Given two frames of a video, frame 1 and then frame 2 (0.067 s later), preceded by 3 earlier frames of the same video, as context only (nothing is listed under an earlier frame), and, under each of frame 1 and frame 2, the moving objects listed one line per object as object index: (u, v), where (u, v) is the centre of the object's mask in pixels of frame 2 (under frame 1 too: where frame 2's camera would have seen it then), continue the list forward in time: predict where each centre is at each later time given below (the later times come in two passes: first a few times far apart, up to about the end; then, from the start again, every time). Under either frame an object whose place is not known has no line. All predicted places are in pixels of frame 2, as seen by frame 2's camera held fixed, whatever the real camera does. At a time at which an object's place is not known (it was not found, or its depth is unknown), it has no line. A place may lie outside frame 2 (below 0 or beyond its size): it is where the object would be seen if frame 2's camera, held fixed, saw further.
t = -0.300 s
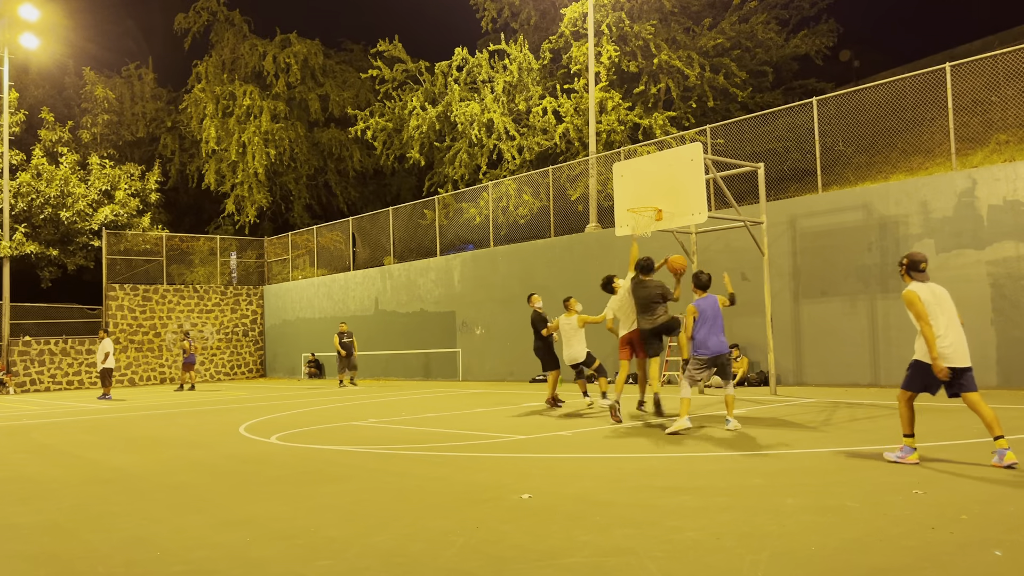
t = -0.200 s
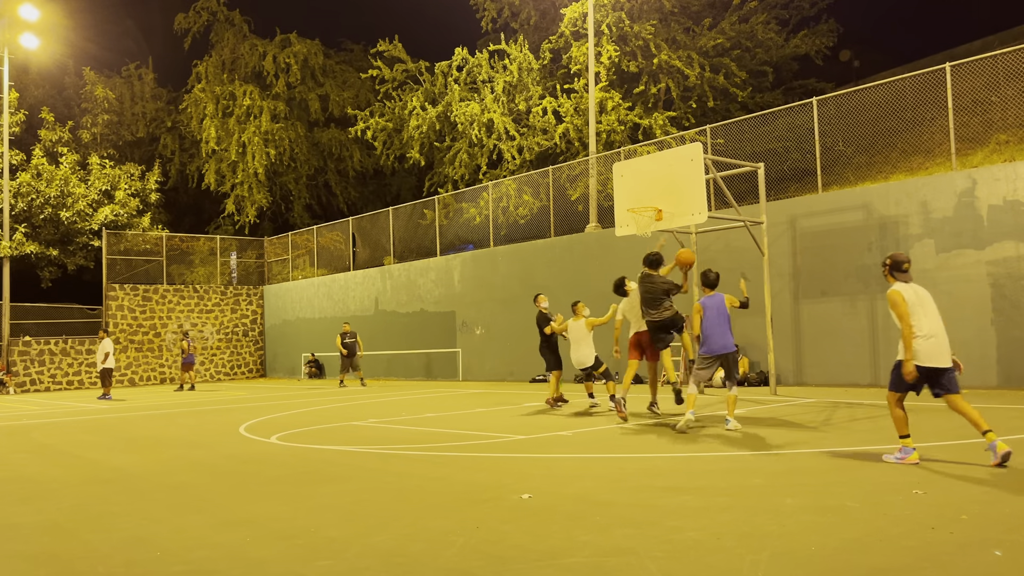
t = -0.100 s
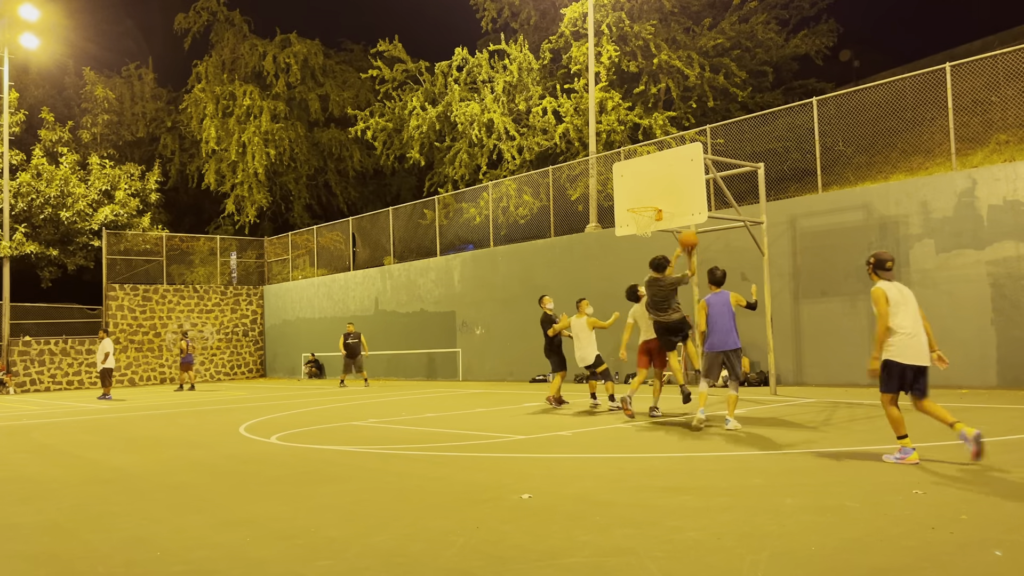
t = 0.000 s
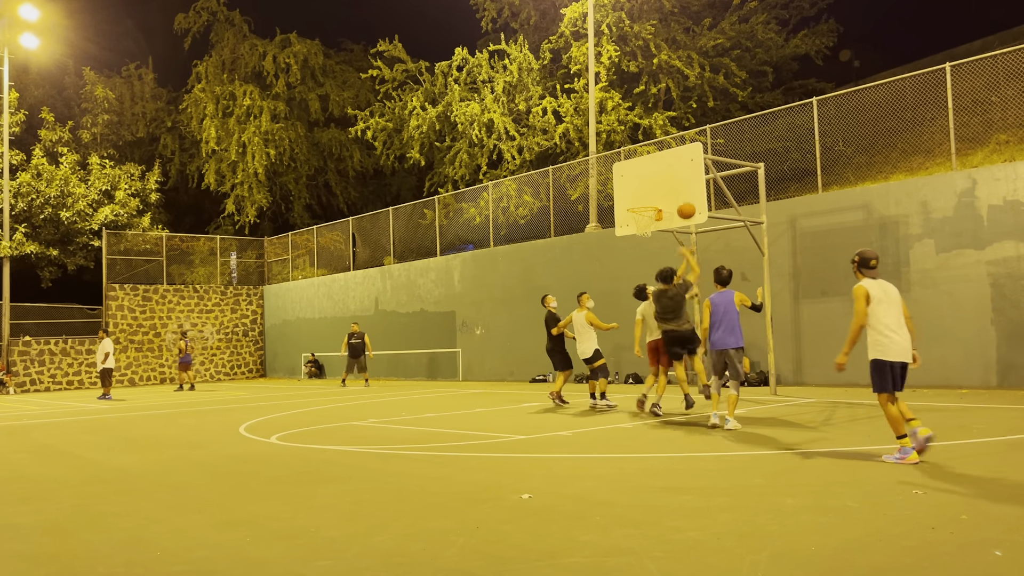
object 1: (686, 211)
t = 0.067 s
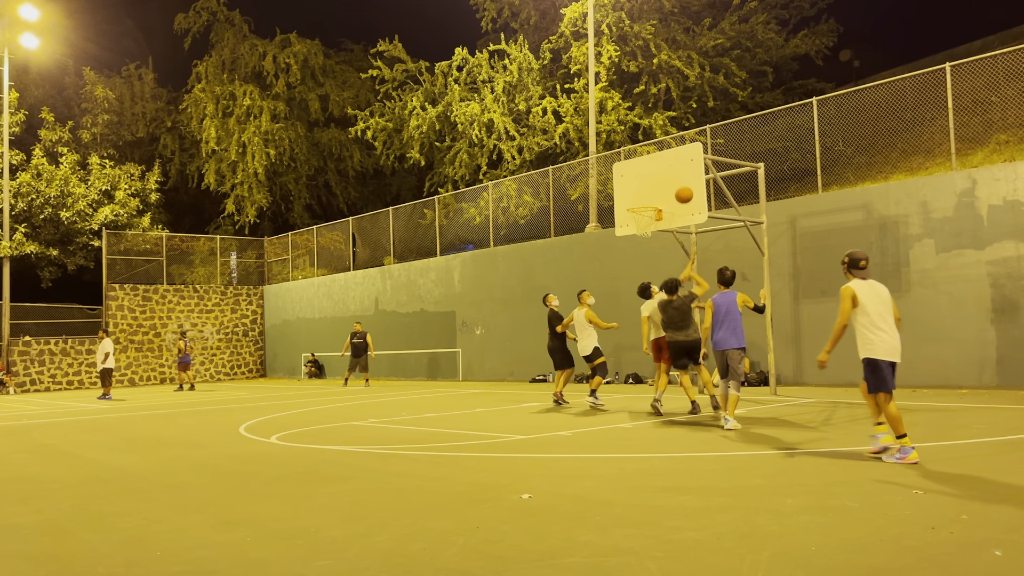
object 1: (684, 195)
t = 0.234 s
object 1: (680, 172)
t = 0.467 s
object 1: (676, 175)
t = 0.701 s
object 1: (660, 200)
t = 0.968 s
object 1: (670, 191)
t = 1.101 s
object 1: (677, 204)
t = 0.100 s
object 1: (683, 188)
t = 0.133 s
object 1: (682, 183)
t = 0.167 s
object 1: (681, 179)
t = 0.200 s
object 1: (680, 175)
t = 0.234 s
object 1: (680, 172)
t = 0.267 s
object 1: (679, 171)
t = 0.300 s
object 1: (678, 170)
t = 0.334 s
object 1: (677, 169)
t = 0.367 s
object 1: (677, 170)
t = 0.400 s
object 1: (676, 171)
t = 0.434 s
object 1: (676, 173)
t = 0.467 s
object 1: (676, 175)
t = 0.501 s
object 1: (675, 178)
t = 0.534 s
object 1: (675, 182)
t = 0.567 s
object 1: (675, 186)
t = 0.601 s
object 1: (673, 191)
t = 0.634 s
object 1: (668, 195)
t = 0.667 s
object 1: (662, 199)
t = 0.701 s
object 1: (660, 200)
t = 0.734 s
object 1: (661, 196)
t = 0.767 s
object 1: (662, 193)
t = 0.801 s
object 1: (664, 191)
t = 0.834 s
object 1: (665, 190)
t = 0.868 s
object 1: (666, 189)
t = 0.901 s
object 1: (668, 189)
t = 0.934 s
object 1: (669, 189)
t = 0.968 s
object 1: (670, 191)
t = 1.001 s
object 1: (672, 193)
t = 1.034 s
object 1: (674, 196)
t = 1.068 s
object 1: (675, 199)
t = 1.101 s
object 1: (677, 204)
